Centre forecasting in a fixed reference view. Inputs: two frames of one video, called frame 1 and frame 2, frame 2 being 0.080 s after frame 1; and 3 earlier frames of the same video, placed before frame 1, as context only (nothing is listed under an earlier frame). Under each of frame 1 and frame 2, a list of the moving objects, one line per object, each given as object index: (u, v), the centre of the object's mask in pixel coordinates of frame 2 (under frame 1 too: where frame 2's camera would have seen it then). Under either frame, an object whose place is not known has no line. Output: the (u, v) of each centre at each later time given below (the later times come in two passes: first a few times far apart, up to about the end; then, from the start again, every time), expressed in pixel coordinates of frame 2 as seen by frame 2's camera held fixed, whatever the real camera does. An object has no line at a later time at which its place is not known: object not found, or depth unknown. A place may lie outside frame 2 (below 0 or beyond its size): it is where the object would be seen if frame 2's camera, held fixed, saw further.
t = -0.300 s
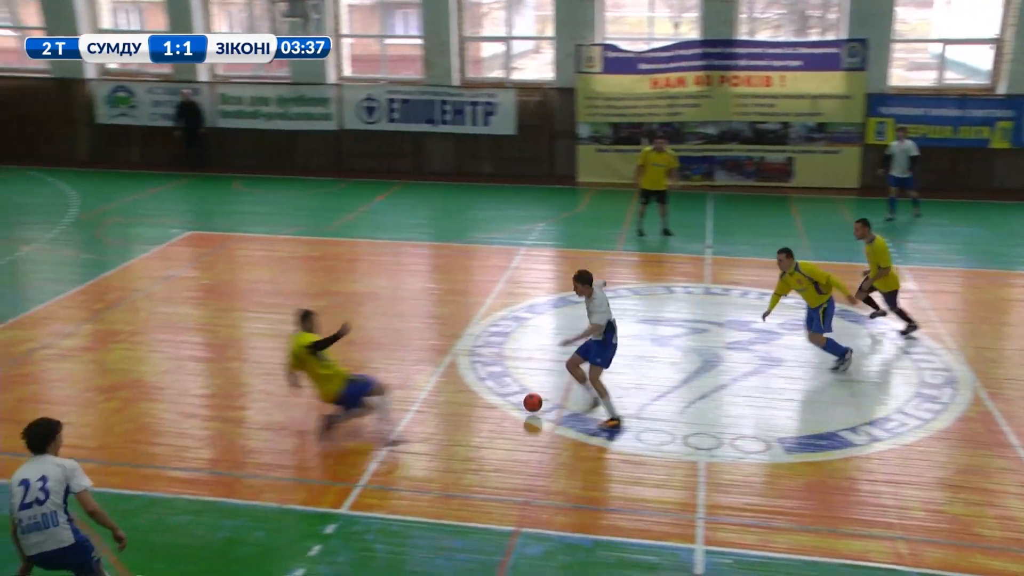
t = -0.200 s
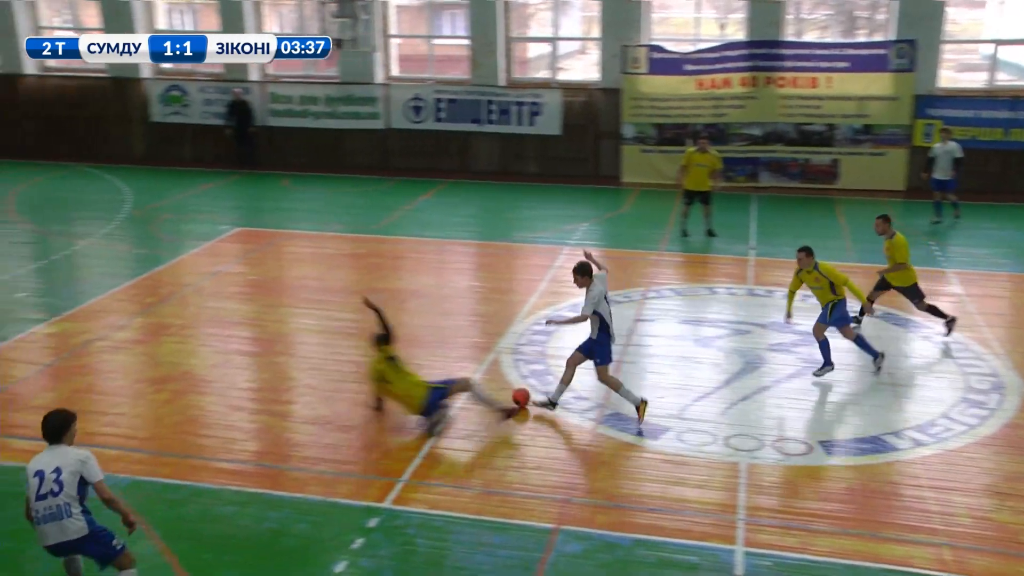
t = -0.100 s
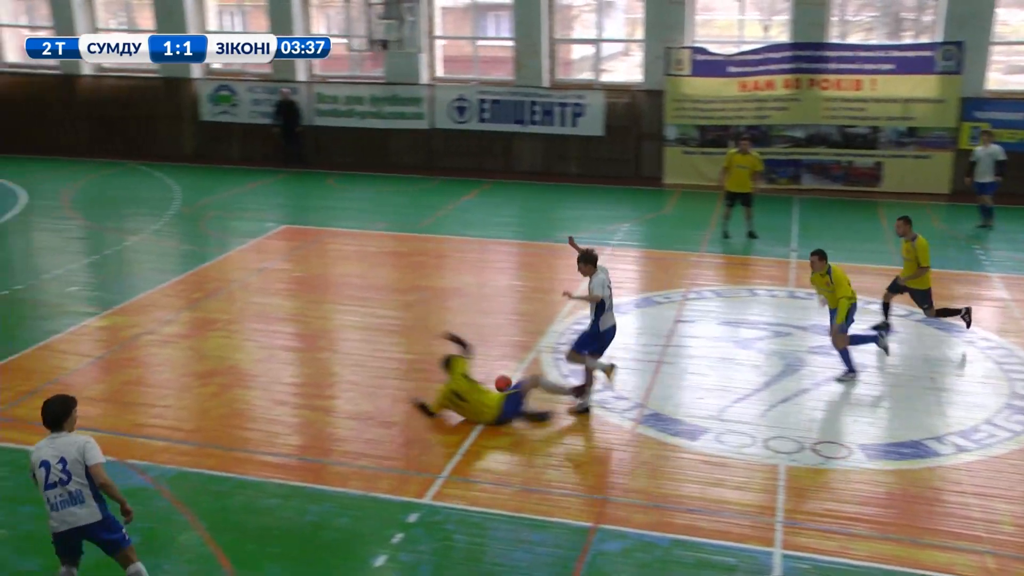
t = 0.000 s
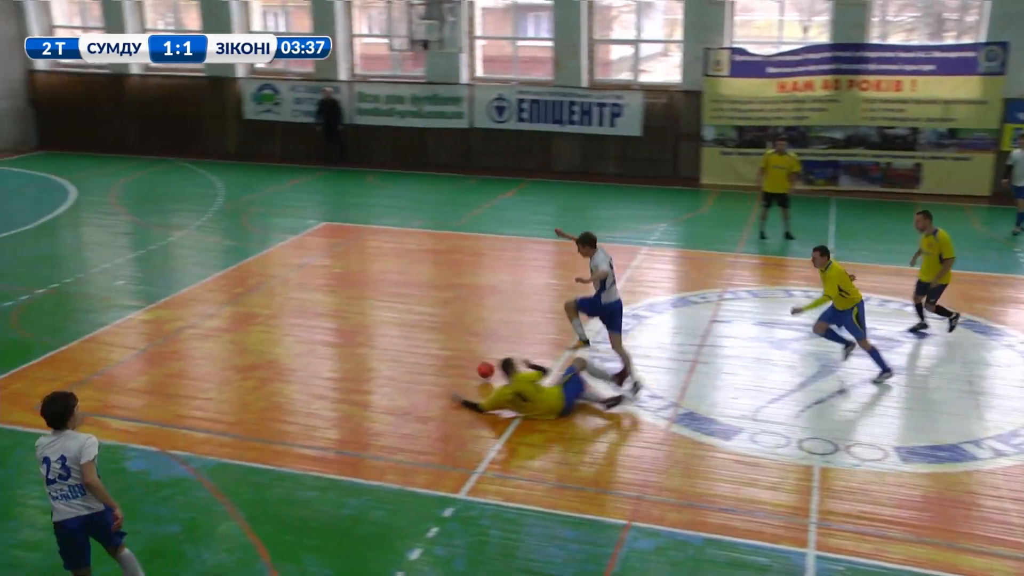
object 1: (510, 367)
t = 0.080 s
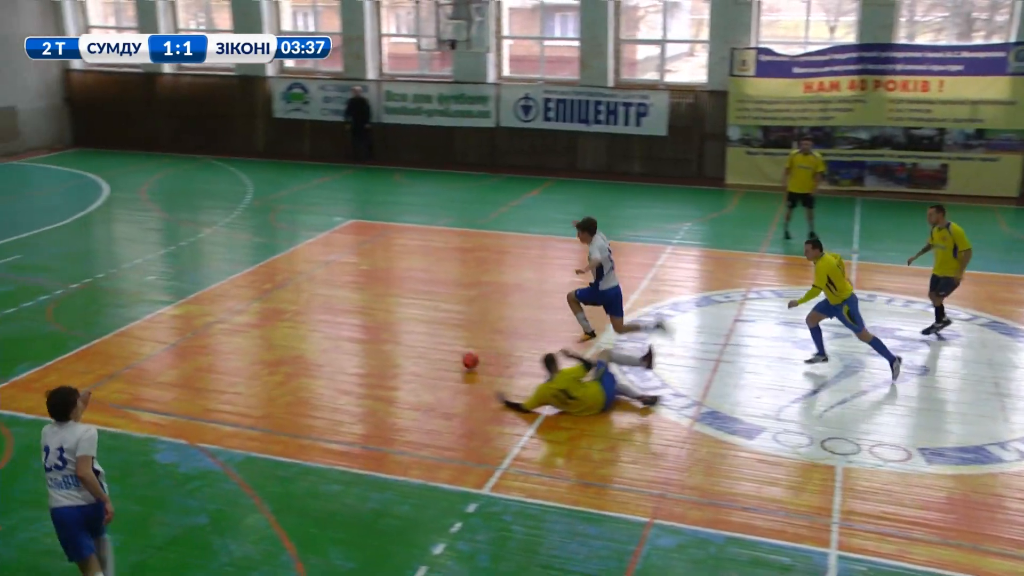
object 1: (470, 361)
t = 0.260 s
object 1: (389, 344)
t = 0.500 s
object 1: (292, 322)
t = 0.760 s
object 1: (201, 304)
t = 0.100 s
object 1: (460, 360)
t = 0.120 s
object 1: (451, 358)
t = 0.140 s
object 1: (442, 354)
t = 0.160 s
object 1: (433, 351)
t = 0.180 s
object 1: (424, 349)
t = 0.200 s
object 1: (415, 347)
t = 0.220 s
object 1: (406, 346)
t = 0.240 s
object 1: (398, 345)
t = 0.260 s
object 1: (389, 344)
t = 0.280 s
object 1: (380, 343)
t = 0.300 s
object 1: (371, 340)
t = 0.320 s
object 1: (363, 338)
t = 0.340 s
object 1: (355, 335)
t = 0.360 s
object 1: (347, 333)
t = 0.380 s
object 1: (339, 332)
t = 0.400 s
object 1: (331, 331)
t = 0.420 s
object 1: (324, 331)
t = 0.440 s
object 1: (316, 328)
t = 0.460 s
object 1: (308, 326)
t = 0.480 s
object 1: (300, 324)
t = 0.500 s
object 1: (292, 322)
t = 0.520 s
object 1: (285, 322)
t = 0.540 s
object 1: (278, 321)
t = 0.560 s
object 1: (271, 319)
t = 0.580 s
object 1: (263, 317)
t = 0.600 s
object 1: (256, 315)
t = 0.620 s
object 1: (249, 314)
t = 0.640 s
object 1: (242, 313)
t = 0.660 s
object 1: (235, 312)
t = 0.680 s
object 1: (228, 310)
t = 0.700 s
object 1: (222, 308)
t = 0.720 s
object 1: (215, 307)
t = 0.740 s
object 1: (208, 305)
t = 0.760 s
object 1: (201, 304)
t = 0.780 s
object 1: (195, 303)
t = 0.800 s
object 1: (188, 301)
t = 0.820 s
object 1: (182, 299)
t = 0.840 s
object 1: (175, 298)
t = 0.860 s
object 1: (169, 297)
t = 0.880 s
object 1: (163, 295)
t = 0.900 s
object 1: (157, 295)
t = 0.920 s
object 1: (150, 293)
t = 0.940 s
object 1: (144, 292)
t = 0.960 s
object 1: (138, 290)
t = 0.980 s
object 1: (132, 289)
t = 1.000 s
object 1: (127, 288)
